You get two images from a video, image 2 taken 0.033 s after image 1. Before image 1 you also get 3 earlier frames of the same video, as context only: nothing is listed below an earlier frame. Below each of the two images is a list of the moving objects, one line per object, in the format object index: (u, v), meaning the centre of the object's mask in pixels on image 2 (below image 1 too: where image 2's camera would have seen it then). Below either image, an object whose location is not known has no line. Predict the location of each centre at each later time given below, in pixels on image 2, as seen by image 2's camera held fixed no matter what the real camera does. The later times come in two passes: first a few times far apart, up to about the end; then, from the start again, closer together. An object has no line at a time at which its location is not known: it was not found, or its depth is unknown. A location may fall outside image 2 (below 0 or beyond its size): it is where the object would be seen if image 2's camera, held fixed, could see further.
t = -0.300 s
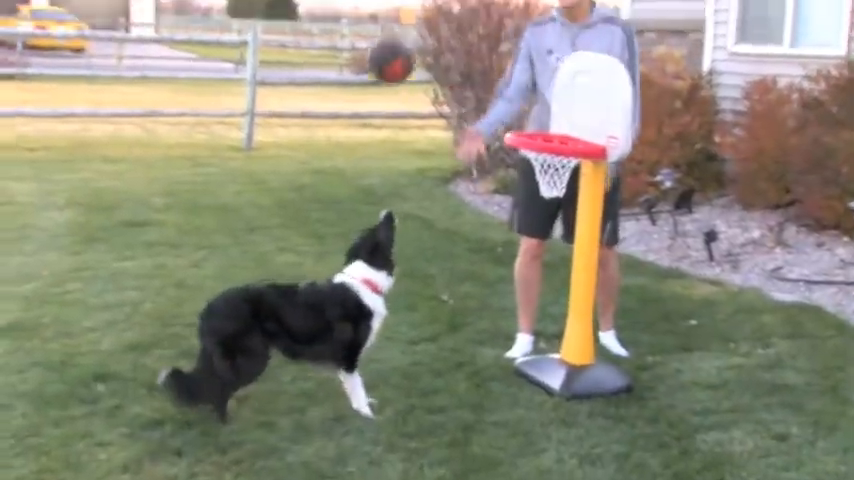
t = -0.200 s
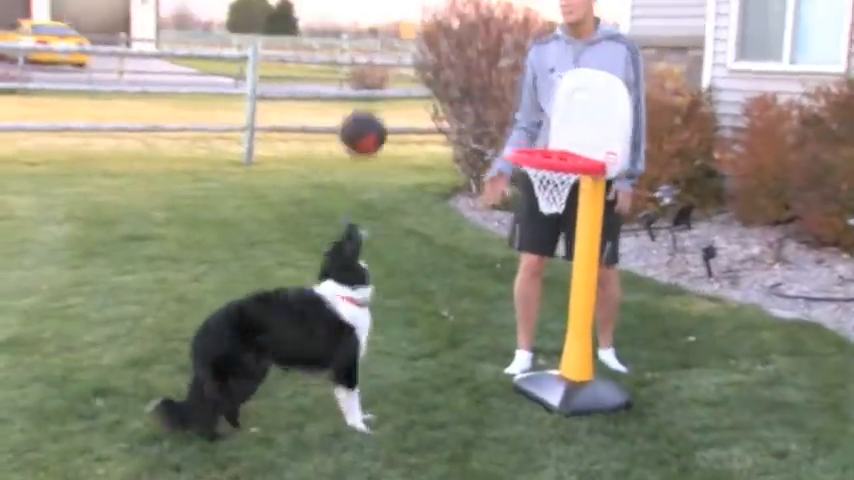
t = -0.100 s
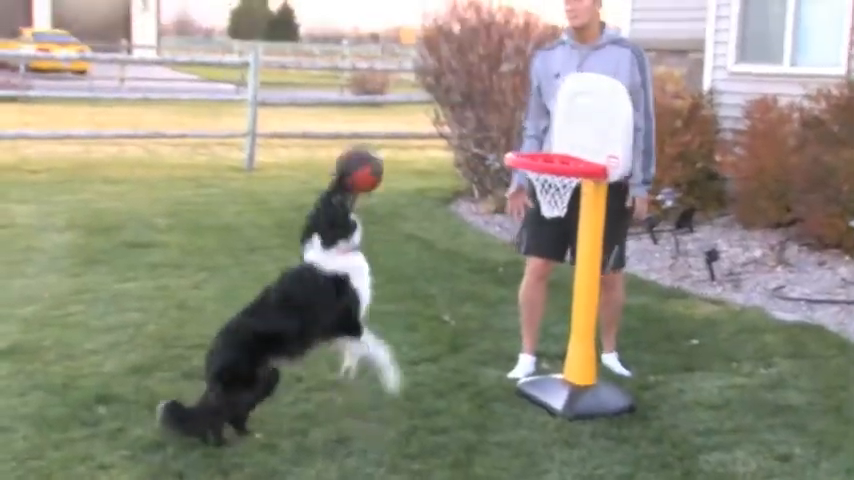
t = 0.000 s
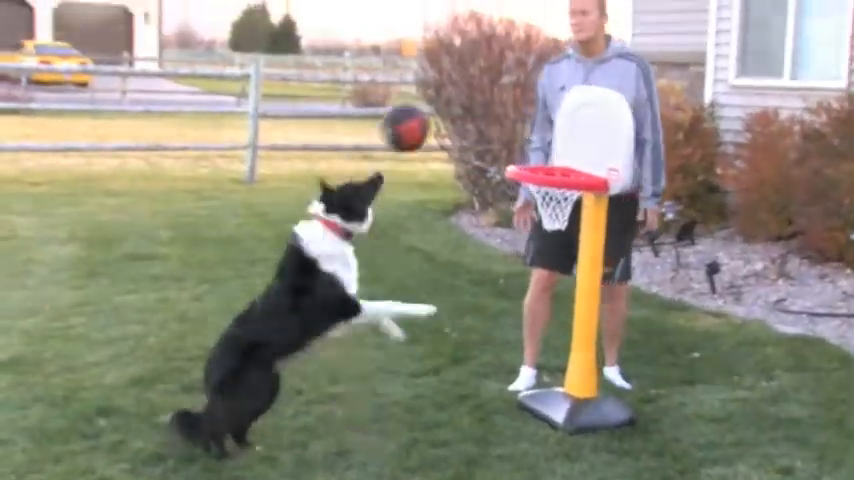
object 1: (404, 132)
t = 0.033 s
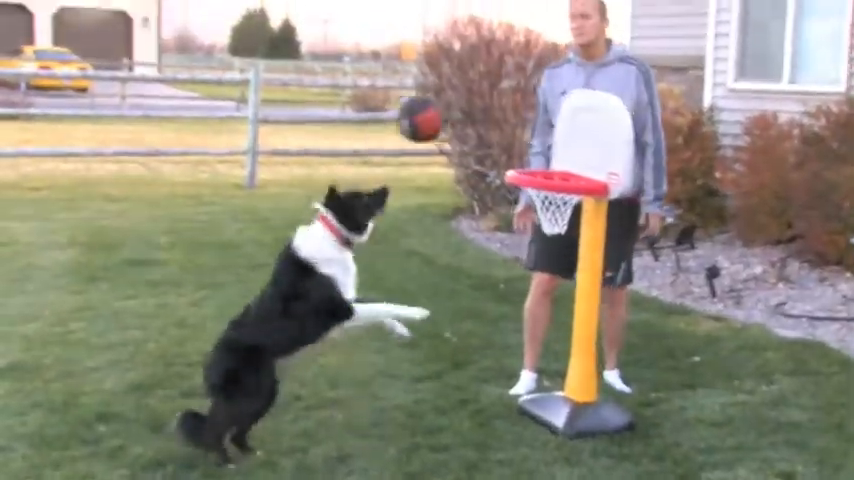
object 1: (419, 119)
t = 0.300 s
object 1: (544, 124)
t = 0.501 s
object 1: (619, 205)
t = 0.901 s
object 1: (714, 409)
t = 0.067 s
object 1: (435, 111)
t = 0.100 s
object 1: (451, 104)
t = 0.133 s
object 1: (468, 101)
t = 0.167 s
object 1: (482, 98)
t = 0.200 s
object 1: (497, 99)
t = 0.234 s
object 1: (513, 104)
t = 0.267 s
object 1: (530, 113)
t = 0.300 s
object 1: (544, 124)
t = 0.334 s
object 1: (558, 136)
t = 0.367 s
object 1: (571, 153)
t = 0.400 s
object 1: (588, 173)
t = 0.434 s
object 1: (597, 183)
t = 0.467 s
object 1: (609, 192)
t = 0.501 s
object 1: (619, 205)
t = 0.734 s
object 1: (698, 384)
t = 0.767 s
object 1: (709, 427)
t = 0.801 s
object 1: (713, 440)
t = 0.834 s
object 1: (714, 430)
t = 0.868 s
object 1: (714, 419)
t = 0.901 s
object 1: (714, 409)
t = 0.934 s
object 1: (713, 403)
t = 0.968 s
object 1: (713, 400)
